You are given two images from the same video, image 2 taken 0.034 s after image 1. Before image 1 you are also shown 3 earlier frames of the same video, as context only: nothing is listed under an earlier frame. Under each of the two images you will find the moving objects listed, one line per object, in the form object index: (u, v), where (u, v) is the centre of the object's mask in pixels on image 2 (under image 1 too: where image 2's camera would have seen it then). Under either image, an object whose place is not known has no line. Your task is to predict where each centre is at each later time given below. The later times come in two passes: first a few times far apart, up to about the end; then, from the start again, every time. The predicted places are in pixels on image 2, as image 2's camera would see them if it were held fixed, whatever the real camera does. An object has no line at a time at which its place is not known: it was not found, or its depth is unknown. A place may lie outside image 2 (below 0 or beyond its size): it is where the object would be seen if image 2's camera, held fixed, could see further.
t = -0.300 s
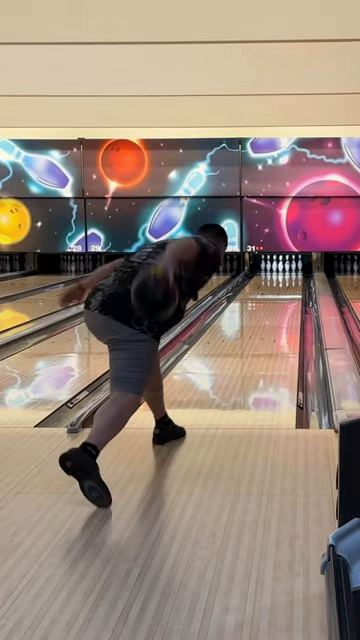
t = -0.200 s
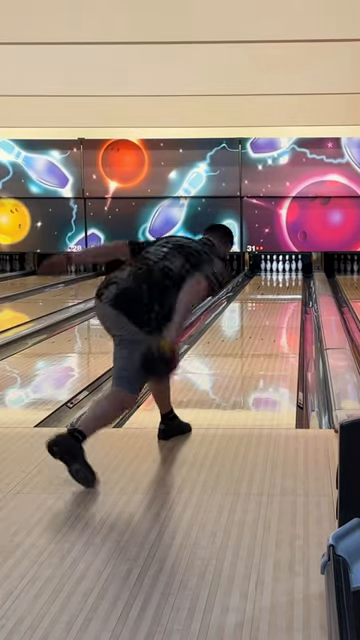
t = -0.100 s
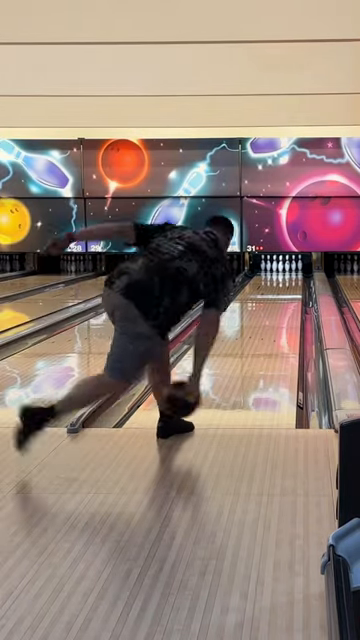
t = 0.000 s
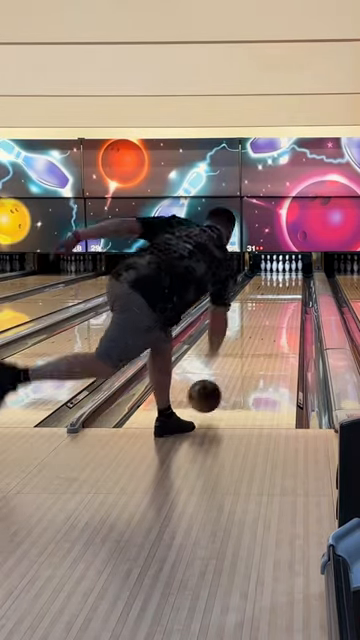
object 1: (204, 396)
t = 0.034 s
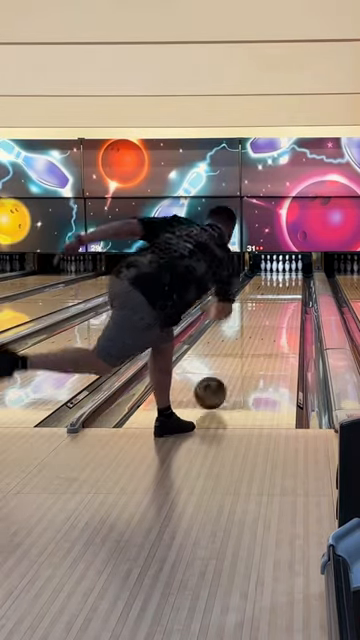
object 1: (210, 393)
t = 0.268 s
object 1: (240, 359)
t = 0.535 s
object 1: (262, 331)
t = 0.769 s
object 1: (274, 316)
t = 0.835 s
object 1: (277, 312)
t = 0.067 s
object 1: (215, 388)
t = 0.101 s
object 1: (220, 382)
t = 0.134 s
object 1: (225, 377)
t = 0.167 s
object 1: (229, 372)
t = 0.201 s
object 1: (233, 367)
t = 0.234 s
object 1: (237, 362)
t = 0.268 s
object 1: (240, 359)
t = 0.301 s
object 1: (244, 355)
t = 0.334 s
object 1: (247, 350)
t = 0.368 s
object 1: (249, 347)
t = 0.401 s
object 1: (252, 343)
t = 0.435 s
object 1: (255, 340)
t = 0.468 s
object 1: (257, 338)
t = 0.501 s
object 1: (260, 335)
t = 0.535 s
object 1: (262, 331)
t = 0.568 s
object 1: (265, 329)
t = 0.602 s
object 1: (266, 326)
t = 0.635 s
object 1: (267, 324)
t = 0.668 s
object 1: (269, 322)
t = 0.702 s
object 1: (271, 320)
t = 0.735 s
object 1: (272, 318)
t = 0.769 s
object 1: (274, 316)
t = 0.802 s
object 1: (276, 314)
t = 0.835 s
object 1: (277, 312)
